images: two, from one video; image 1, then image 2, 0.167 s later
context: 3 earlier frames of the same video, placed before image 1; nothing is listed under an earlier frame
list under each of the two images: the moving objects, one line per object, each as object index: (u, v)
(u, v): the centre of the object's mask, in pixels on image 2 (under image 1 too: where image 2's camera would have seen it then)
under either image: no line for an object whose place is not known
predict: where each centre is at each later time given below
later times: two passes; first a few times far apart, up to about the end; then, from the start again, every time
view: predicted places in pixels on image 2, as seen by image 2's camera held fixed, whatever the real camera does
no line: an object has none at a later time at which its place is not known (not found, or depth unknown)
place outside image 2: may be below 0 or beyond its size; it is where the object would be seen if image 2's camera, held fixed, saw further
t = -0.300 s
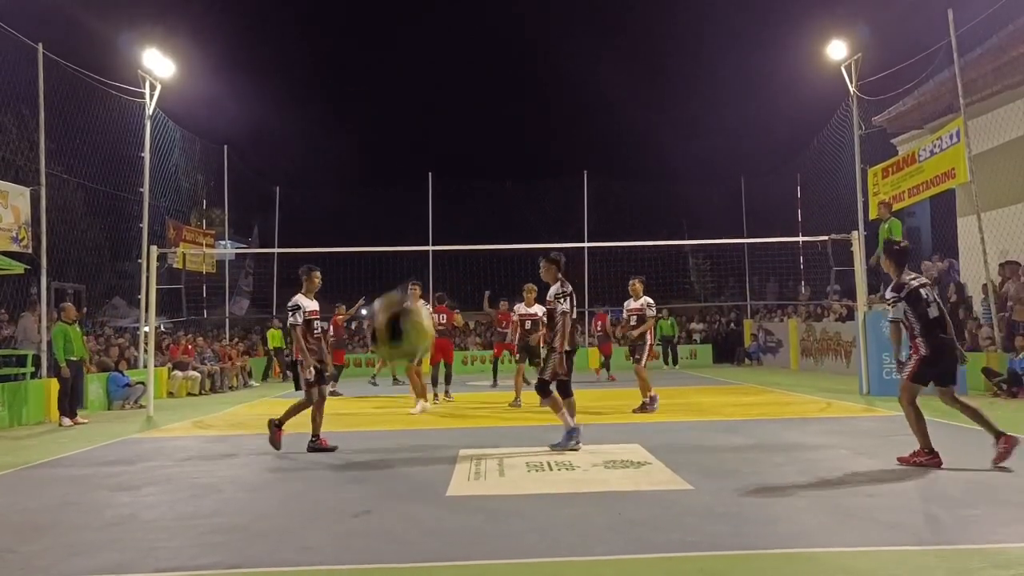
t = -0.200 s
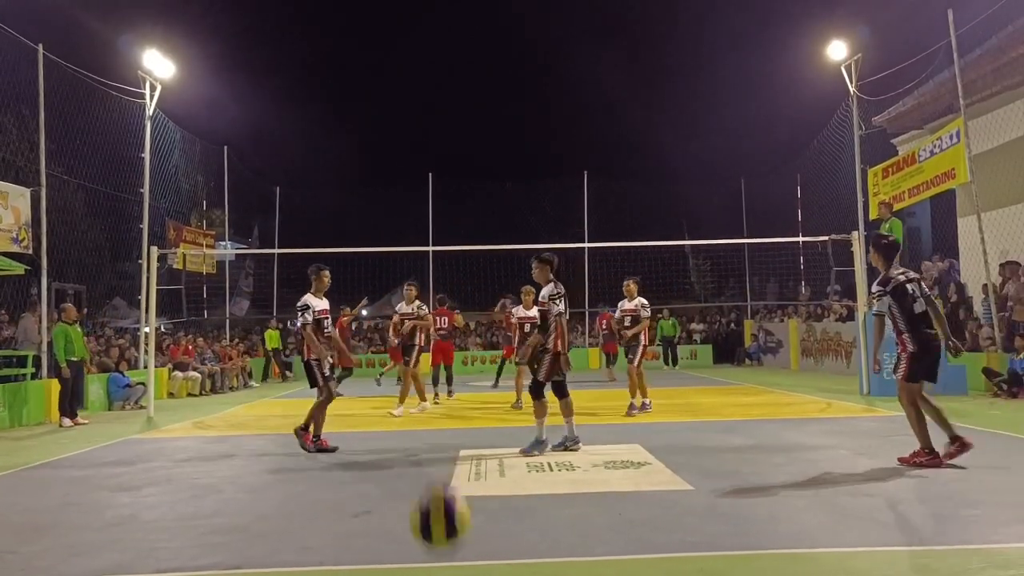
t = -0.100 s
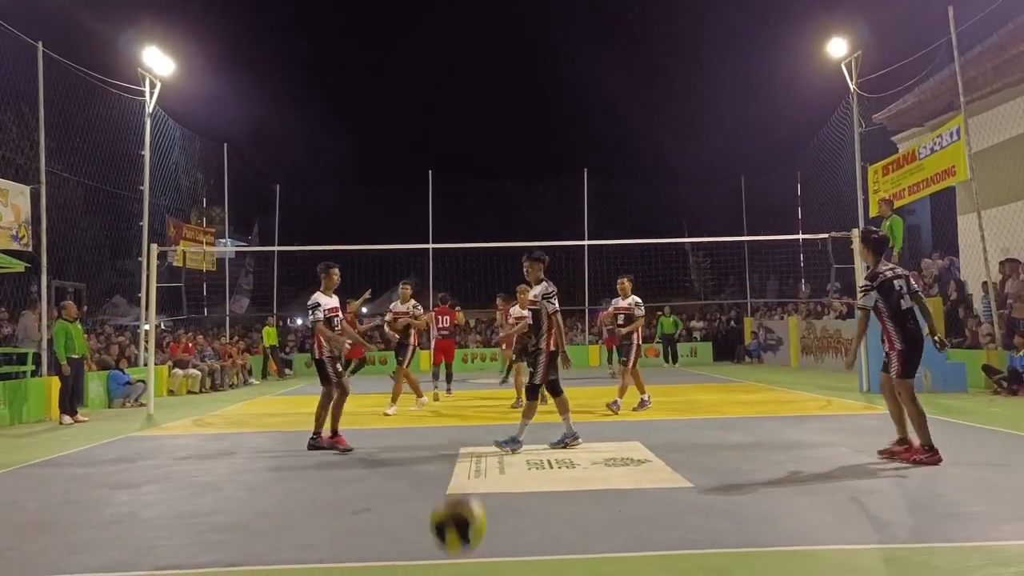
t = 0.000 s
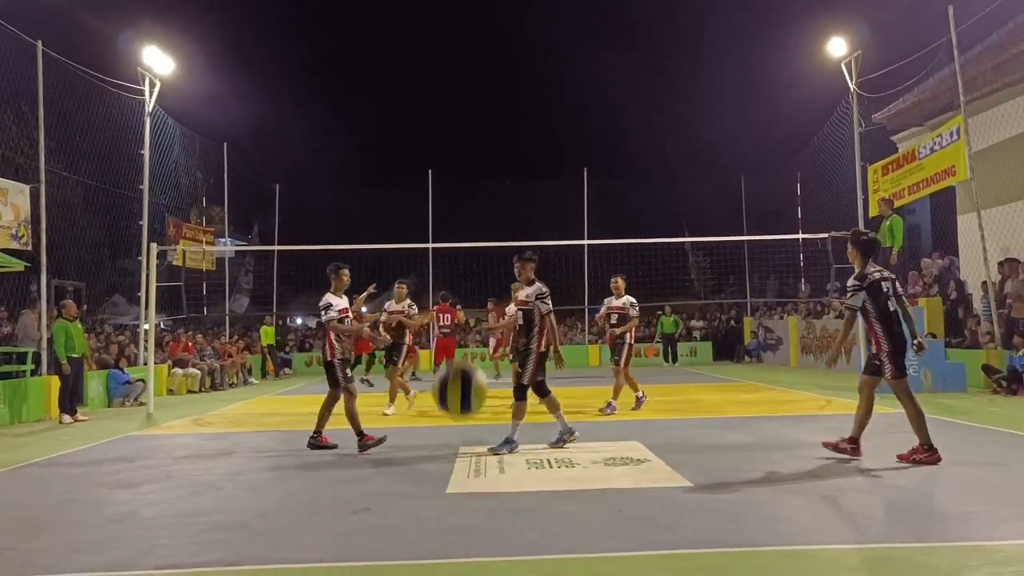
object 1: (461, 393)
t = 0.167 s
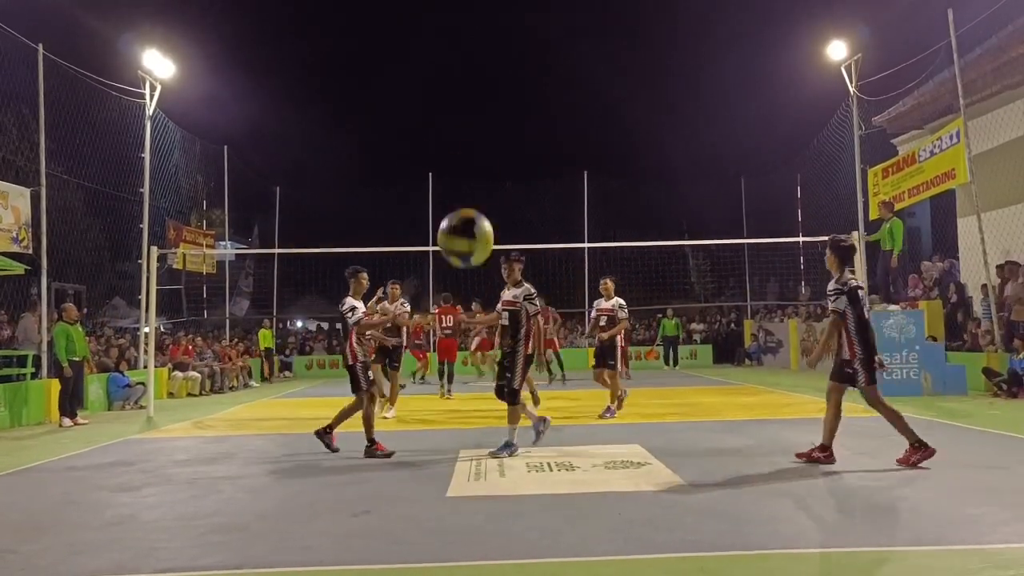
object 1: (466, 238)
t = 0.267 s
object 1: (469, 181)
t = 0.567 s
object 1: (482, 161)
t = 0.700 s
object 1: (488, 222)
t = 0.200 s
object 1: (467, 216)
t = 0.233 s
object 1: (468, 198)
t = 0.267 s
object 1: (469, 181)
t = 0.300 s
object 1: (470, 168)
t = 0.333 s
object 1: (471, 158)
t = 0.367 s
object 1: (473, 150)
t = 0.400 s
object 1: (474, 145)
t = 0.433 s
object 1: (475, 143)
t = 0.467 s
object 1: (477, 143)
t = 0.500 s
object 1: (478, 146)
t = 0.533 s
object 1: (480, 152)
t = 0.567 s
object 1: (482, 161)
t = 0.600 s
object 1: (483, 172)
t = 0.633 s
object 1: (485, 186)
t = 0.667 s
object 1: (487, 204)
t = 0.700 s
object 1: (488, 222)
